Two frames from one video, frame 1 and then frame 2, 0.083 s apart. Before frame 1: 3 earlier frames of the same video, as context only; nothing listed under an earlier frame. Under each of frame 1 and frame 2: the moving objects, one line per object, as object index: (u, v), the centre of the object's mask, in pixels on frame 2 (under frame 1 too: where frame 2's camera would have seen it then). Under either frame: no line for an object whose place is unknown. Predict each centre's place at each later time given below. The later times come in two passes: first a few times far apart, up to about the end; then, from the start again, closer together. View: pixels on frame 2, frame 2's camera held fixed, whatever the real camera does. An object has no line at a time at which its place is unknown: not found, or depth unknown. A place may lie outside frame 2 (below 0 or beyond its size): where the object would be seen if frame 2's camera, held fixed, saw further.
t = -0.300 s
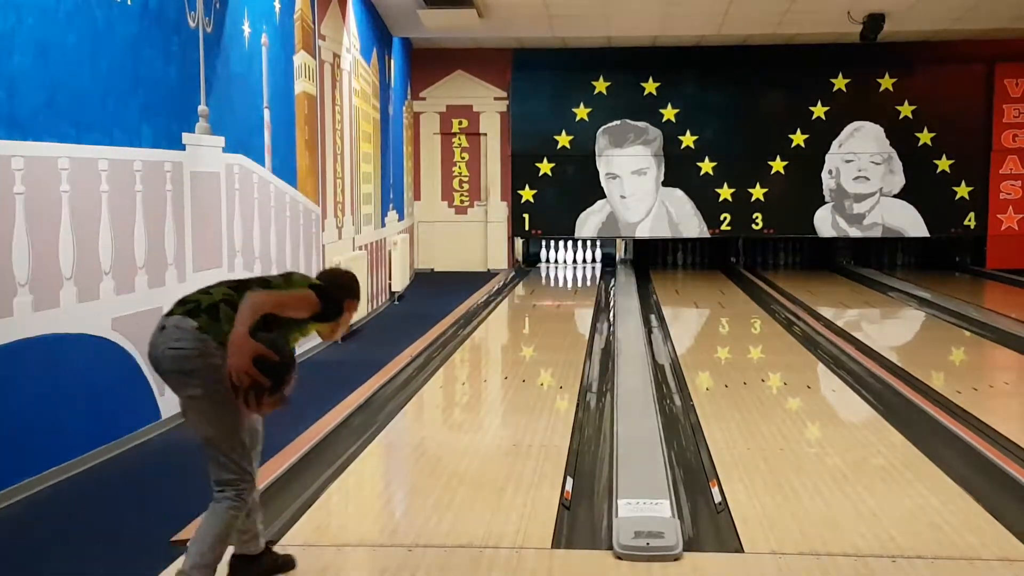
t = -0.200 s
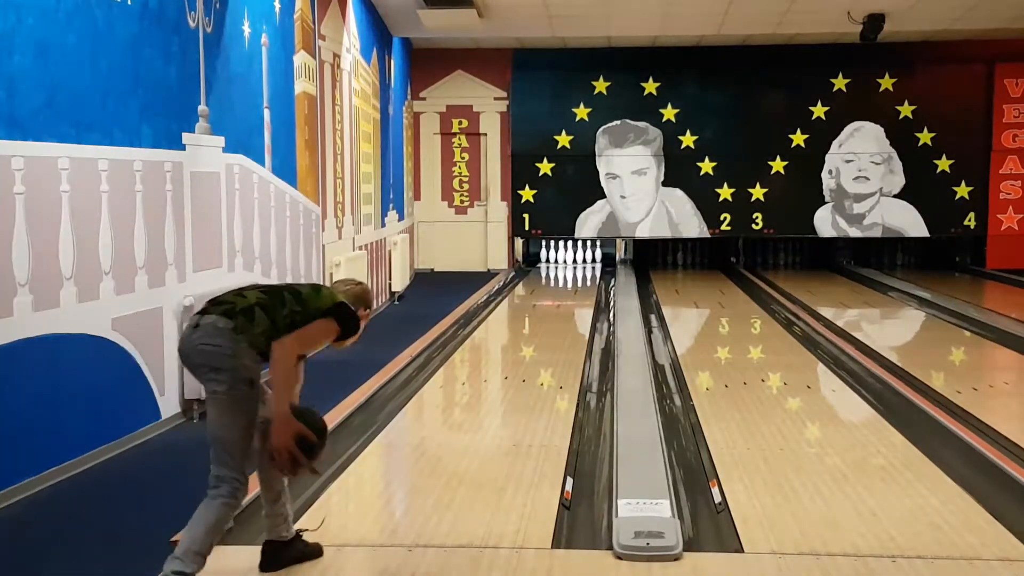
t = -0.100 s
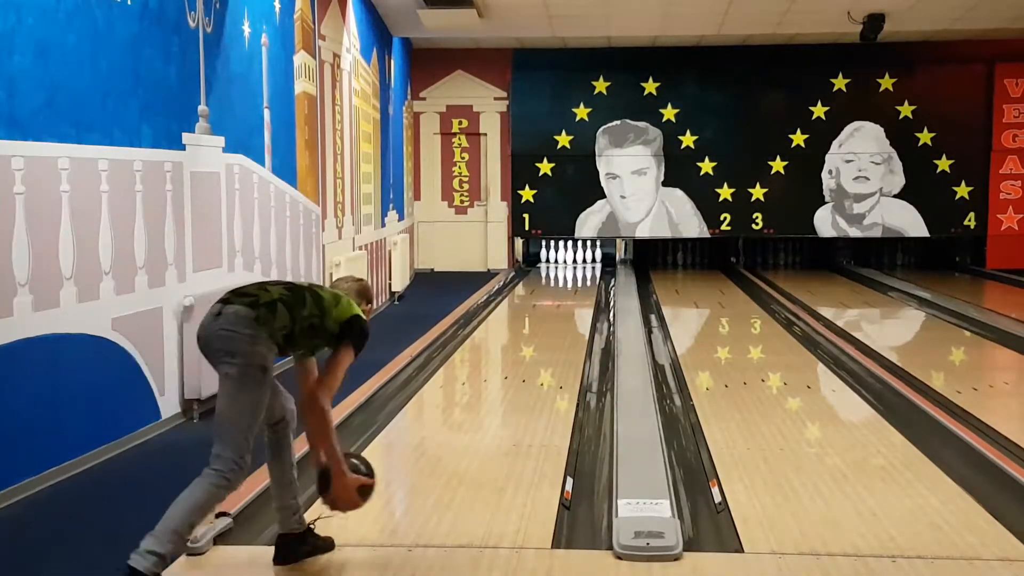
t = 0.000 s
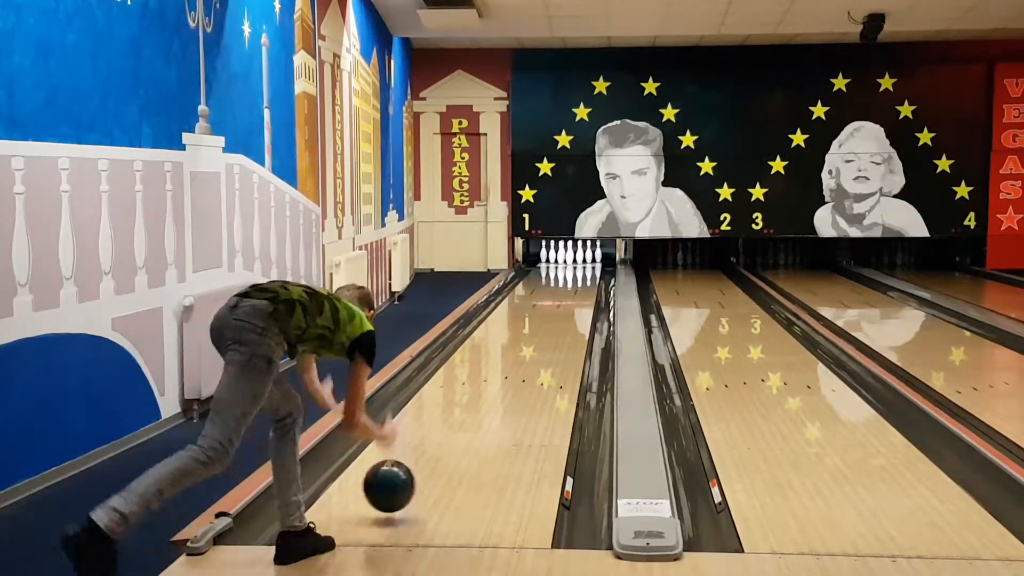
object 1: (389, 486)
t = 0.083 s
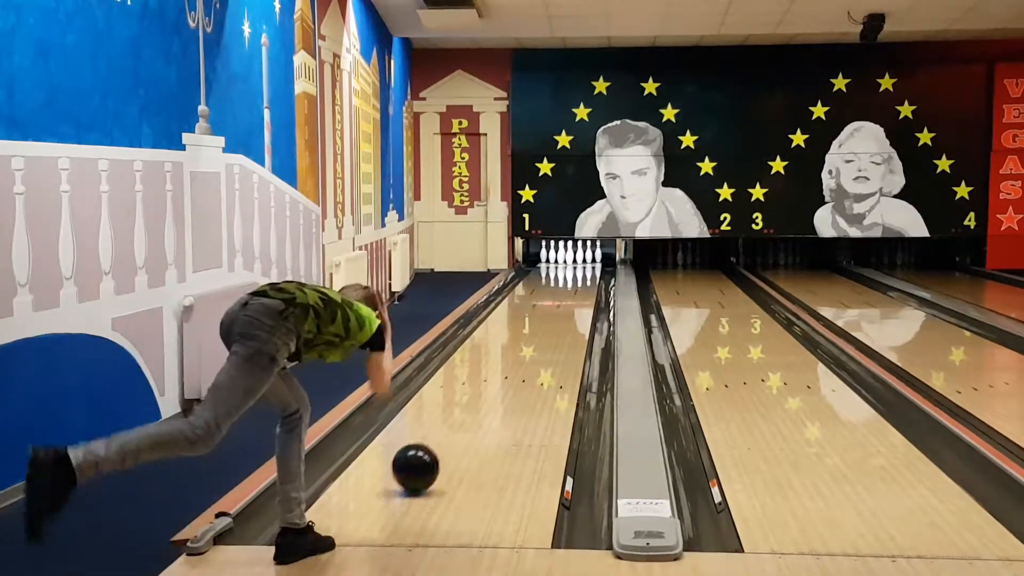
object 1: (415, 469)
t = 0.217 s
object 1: (449, 437)
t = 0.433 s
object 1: (490, 397)
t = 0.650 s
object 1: (519, 369)
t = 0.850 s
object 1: (539, 348)
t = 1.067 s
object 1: (556, 330)
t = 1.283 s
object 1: (569, 316)
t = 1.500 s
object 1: (579, 304)
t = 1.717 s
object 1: (586, 294)
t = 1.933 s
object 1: (590, 286)
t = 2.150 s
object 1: (592, 278)
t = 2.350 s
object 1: (591, 273)
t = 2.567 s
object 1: (589, 268)
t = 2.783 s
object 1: (586, 264)
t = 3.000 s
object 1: (583, 260)
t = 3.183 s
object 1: (583, 257)
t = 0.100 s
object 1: (420, 465)
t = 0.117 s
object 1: (424, 461)
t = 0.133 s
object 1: (429, 458)
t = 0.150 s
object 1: (433, 453)
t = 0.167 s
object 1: (437, 450)
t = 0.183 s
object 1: (442, 445)
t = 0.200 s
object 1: (445, 441)
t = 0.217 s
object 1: (449, 437)
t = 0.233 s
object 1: (453, 434)
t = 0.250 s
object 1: (457, 430)
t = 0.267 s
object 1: (460, 427)
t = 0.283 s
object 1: (464, 424)
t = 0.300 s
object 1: (467, 420)
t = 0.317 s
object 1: (470, 417)
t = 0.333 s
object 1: (473, 414)
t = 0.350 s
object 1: (476, 411)
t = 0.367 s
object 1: (479, 408)
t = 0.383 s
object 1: (482, 405)
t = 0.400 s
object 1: (485, 403)
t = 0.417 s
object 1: (487, 400)
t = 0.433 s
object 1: (490, 397)
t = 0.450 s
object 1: (493, 395)
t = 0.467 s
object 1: (495, 392)
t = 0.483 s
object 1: (498, 390)
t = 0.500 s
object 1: (500, 388)
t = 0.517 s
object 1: (502, 385)
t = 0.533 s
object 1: (505, 383)
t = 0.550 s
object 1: (507, 381)
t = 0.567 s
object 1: (509, 378)
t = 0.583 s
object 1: (511, 377)
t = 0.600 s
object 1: (513, 374)
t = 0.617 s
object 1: (515, 372)
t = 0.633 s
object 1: (517, 370)
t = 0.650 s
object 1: (519, 369)
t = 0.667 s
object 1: (521, 367)
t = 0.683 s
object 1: (523, 365)
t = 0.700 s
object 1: (524, 363)
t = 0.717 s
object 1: (526, 361)
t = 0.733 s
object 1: (528, 359)
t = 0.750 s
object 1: (530, 358)
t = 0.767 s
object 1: (531, 356)
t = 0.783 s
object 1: (533, 354)
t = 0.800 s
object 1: (534, 353)
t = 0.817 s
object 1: (536, 351)
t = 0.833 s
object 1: (537, 349)
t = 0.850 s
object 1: (539, 348)
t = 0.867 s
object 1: (541, 346)
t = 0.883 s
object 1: (542, 345)
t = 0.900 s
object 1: (543, 344)
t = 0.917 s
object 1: (545, 342)
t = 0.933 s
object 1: (546, 340)
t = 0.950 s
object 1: (547, 339)
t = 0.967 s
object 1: (549, 338)
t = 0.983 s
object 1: (550, 336)
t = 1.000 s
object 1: (551, 335)
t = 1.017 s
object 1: (552, 334)
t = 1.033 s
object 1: (554, 333)
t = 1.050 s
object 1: (555, 331)
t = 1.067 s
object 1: (556, 330)
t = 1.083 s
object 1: (557, 329)
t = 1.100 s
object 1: (558, 328)
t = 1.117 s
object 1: (559, 326)
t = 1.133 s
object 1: (560, 325)
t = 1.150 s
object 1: (561, 324)
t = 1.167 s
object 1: (562, 323)
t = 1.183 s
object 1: (563, 322)
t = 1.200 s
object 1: (564, 321)
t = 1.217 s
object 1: (566, 320)
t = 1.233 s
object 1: (566, 319)
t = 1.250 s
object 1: (567, 318)
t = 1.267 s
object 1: (568, 317)
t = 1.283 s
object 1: (569, 316)
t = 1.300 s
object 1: (570, 315)
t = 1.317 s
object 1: (571, 314)
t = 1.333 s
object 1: (572, 313)
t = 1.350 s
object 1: (573, 312)
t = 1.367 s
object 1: (573, 311)
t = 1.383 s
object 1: (574, 310)
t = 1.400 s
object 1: (575, 309)
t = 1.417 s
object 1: (576, 308)
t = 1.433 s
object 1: (576, 307)
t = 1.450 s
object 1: (577, 306)
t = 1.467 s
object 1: (578, 306)
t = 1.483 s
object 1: (578, 305)
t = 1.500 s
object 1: (579, 304)
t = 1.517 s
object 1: (580, 303)
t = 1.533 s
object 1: (580, 302)
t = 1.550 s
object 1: (581, 301)
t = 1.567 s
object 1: (581, 301)
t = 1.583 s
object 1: (582, 300)
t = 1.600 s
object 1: (583, 299)
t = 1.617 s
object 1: (583, 299)
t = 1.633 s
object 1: (584, 298)
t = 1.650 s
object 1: (584, 297)
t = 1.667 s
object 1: (584, 297)
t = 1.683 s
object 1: (585, 296)
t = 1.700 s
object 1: (585, 295)
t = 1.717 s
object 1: (586, 294)
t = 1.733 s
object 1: (586, 294)
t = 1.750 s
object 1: (587, 293)
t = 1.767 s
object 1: (587, 292)
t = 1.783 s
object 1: (588, 292)
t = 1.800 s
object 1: (588, 291)
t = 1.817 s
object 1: (588, 290)
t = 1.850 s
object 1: (589, 289)
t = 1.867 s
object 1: (589, 289)
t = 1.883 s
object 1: (590, 288)
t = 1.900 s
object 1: (590, 287)
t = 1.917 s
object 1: (590, 286)
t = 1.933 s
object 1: (590, 286)
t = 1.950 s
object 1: (591, 285)
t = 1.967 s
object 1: (591, 284)
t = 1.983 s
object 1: (591, 284)
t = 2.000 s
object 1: (591, 283)
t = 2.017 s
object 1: (591, 282)
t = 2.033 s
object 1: (591, 282)
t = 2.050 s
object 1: (592, 282)
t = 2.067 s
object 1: (592, 281)
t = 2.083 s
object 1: (592, 281)
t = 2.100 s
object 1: (592, 280)
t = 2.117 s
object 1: (592, 279)
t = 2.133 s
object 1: (592, 279)
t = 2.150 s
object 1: (592, 278)
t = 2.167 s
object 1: (592, 278)
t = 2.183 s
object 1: (592, 278)
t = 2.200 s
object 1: (592, 277)
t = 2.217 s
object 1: (592, 277)
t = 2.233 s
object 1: (592, 276)
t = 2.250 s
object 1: (592, 276)
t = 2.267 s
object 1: (592, 275)
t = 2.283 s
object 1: (592, 275)
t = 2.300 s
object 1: (592, 274)
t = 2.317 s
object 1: (592, 274)
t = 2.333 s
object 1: (591, 273)
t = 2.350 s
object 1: (591, 273)
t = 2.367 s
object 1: (591, 272)
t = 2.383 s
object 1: (591, 272)
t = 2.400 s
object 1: (591, 272)
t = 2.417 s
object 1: (591, 271)
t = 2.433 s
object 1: (590, 271)
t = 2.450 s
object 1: (590, 271)
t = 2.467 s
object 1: (590, 270)
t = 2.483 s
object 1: (590, 270)
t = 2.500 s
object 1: (589, 270)
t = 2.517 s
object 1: (589, 270)
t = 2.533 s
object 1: (589, 269)
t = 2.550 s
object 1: (589, 269)
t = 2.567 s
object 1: (589, 268)
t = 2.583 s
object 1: (588, 268)
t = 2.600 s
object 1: (588, 268)
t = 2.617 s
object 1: (588, 267)
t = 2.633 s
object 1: (588, 266)
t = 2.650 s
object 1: (588, 266)
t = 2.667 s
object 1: (588, 266)
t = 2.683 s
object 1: (588, 266)
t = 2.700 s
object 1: (587, 265)
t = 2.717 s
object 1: (587, 265)
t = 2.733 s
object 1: (586, 265)
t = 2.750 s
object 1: (587, 264)
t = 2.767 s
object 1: (586, 264)
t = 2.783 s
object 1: (586, 264)
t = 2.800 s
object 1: (586, 263)
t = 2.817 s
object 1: (585, 263)
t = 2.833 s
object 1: (585, 263)
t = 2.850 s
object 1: (585, 263)
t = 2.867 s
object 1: (585, 262)
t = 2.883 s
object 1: (585, 262)
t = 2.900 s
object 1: (584, 261)
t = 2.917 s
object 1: (584, 261)
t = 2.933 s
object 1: (584, 261)
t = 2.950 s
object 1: (584, 260)
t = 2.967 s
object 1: (583, 260)
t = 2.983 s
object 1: (583, 260)
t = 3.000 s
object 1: (583, 260)
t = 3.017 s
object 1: (583, 260)
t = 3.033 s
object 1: (582, 260)
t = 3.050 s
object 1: (583, 259)
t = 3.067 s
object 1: (583, 259)
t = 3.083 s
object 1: (582, 259)
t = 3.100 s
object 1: (582, 258)
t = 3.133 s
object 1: (583, 258)
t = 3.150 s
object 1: (583, 257)
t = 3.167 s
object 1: (584, 257)
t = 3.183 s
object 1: (583, 257)
